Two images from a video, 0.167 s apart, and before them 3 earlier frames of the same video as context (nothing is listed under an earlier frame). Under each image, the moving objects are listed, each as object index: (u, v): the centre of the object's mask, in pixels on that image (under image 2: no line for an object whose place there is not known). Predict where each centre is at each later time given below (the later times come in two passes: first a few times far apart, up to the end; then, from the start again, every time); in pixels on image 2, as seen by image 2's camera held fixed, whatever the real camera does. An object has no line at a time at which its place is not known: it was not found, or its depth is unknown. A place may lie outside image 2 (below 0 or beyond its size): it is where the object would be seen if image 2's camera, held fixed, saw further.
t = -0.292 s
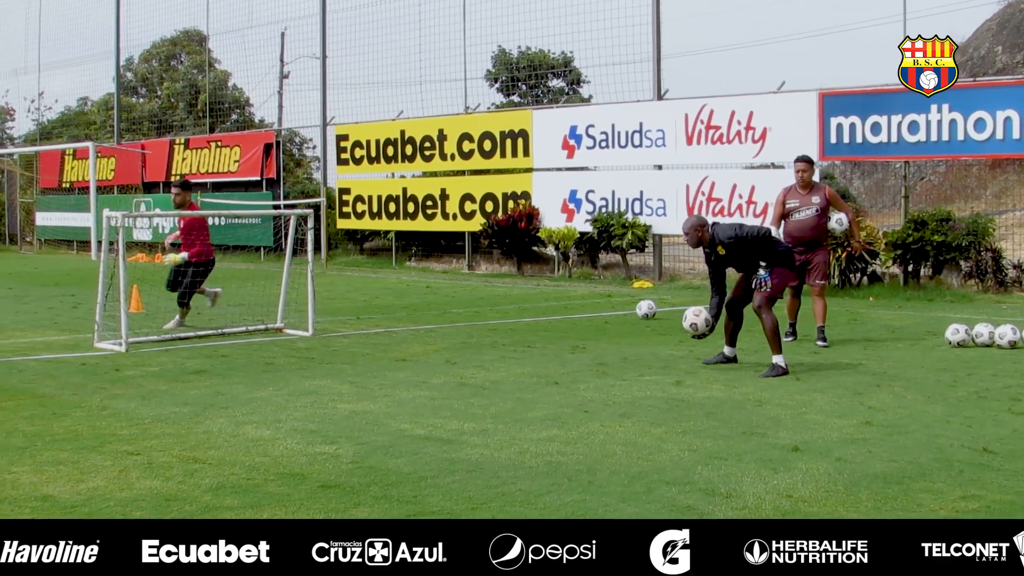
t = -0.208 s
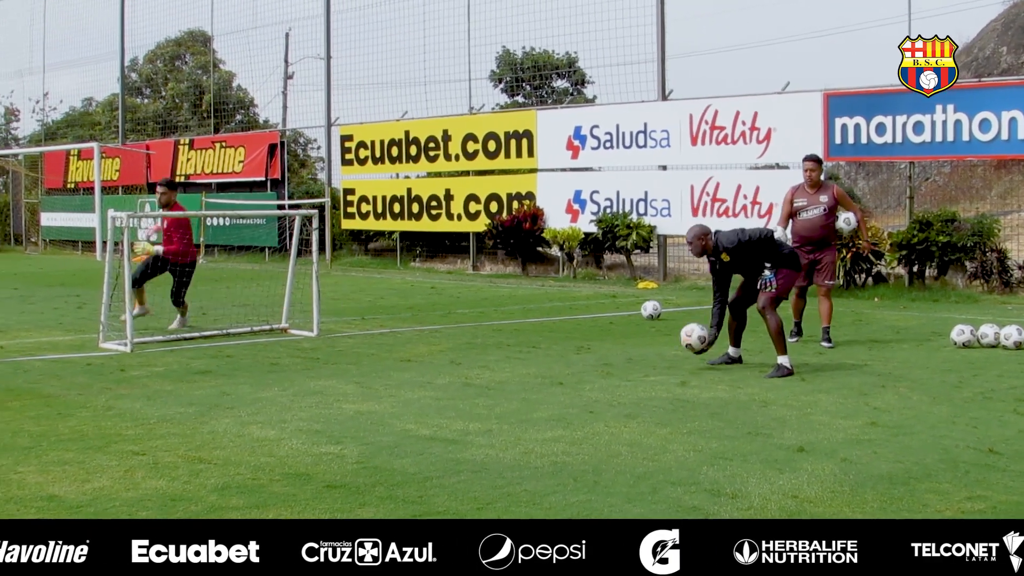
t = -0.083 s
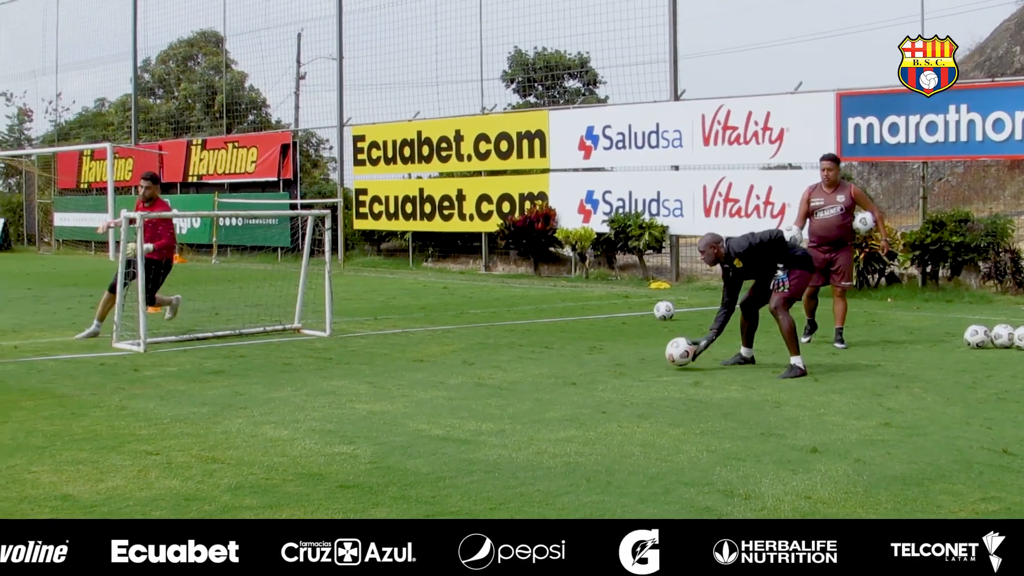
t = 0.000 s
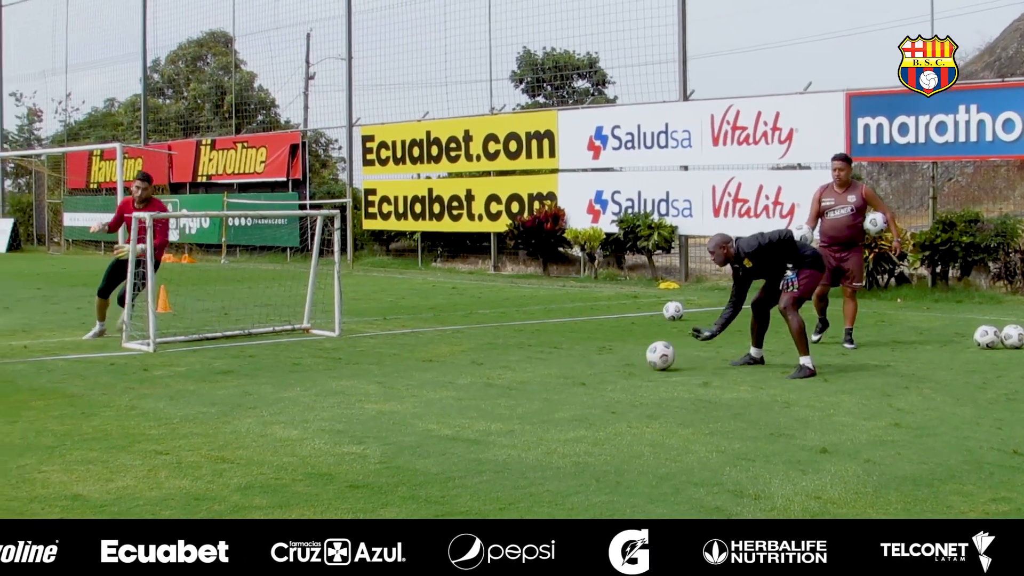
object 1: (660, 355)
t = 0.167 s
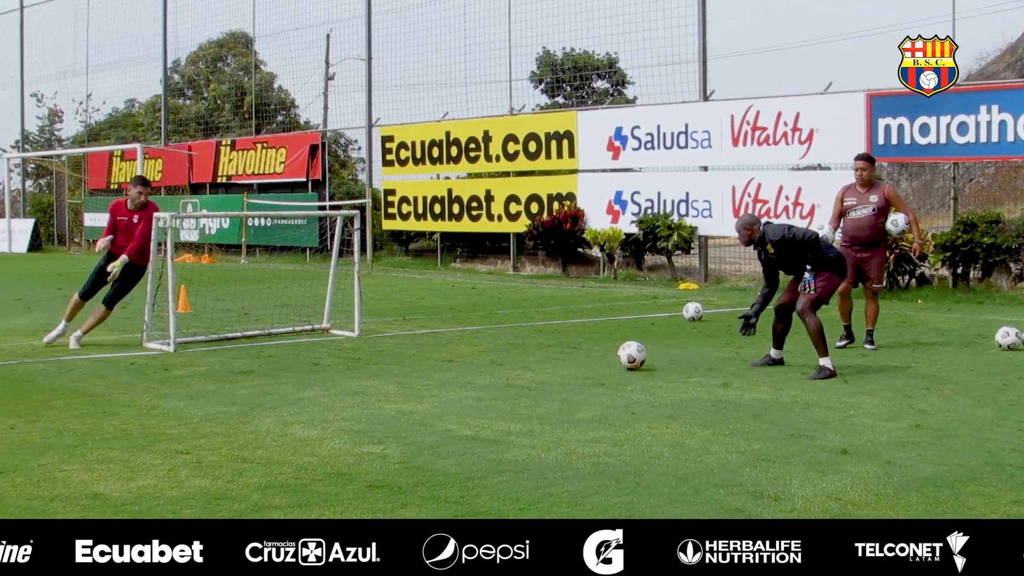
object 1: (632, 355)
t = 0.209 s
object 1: (620, 357)
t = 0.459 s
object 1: (556, 355)
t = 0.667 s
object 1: (508, 355)
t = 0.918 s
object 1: (455, 355)
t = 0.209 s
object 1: (620, 357)
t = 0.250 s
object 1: (609, 356)
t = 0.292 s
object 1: (598, 356)
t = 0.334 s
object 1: (587, 356)
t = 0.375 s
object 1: (576, 357)
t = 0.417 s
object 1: (565, 356)
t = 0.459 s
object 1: (556, 355)
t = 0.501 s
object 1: (546, 356)
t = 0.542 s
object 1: (536, 356)
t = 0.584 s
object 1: (526, 356)
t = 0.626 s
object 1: (517, 355)
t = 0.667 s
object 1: (508, 355)
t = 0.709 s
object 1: (498, 355)
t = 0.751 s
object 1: (489, 355)
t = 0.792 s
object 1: (481, 355)
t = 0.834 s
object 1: (472, 355)
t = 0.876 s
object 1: (464, 355)
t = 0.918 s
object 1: (455, 355)
